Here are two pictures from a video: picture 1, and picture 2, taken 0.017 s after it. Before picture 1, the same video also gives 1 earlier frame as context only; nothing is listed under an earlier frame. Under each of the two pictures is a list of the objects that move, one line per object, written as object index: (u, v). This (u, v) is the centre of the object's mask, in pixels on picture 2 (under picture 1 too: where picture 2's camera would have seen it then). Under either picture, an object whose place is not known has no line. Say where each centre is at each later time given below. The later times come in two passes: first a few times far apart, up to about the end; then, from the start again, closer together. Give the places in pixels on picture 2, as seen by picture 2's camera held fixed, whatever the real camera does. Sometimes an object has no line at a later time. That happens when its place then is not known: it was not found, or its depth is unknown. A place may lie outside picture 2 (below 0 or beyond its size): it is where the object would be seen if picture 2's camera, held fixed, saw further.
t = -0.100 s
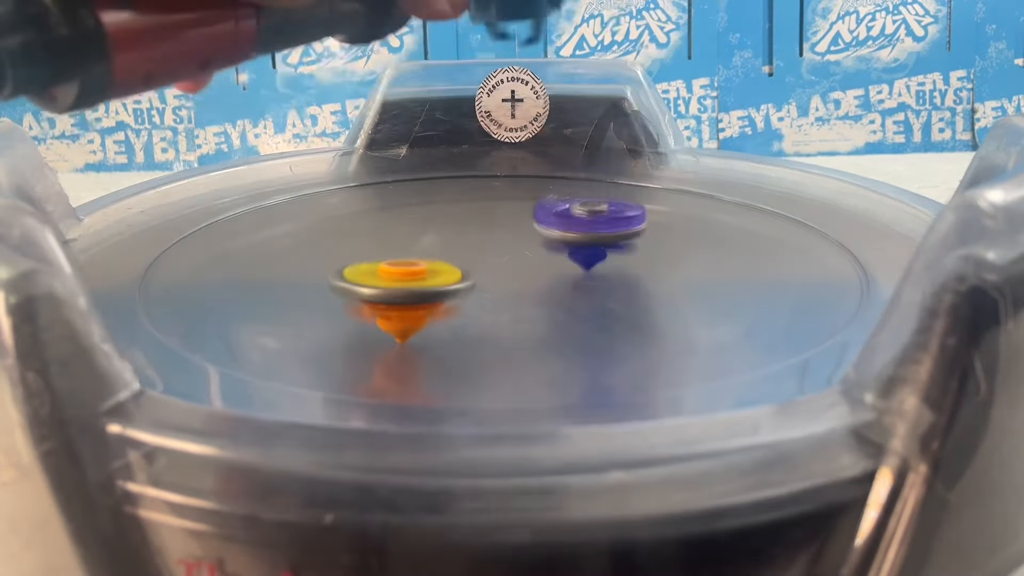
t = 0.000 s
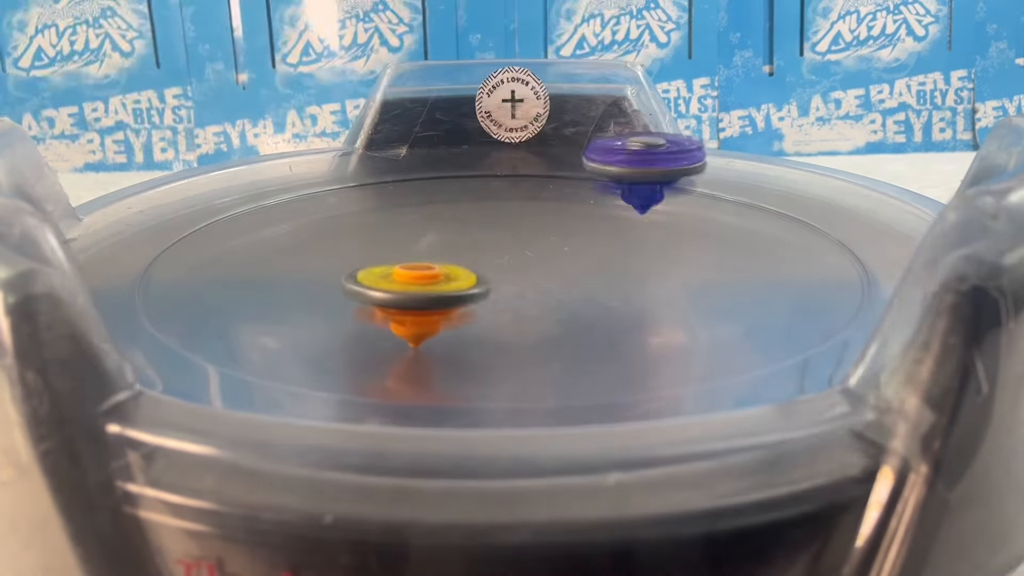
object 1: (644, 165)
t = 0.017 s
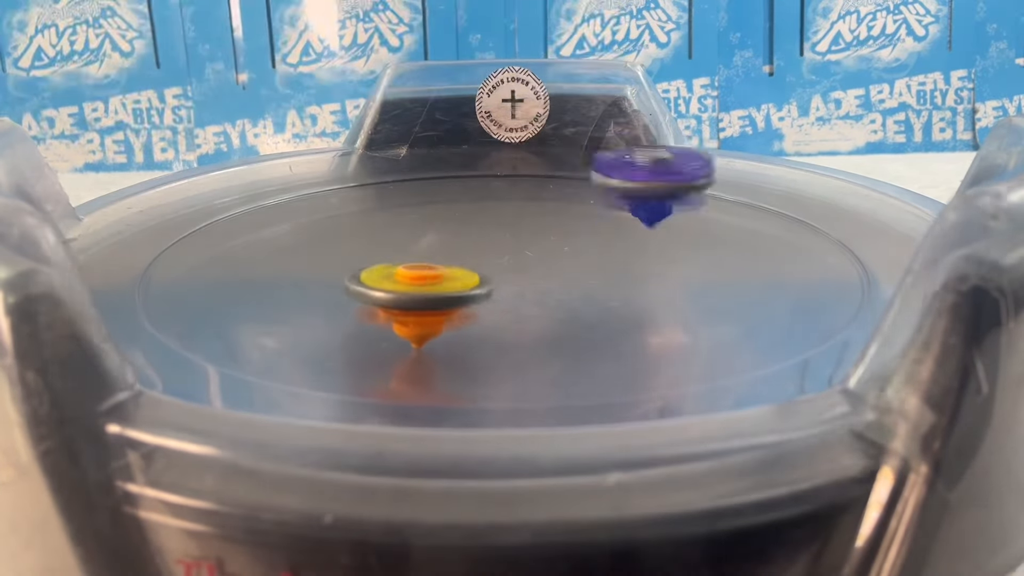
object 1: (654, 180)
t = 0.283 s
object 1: (819, 242)
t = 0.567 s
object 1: (414, 146)
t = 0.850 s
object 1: (366, 321)
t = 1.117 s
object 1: (213, 277)
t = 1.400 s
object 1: (444, 243)
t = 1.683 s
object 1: (186, 230)
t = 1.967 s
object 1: (410, 315)
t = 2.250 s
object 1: (705, 238)
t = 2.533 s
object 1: (598, 211)
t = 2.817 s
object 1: (532, 222)
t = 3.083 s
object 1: (507, 238)
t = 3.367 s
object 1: (498, 256)
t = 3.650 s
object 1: (496, 266)
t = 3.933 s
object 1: (500, 268)
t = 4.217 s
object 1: (499, 269)
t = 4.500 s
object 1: (492, 267)
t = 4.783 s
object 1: (484, 267)
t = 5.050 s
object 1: (486, 262)
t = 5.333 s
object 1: (490, 257)
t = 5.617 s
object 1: (497, 257)
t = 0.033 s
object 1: (661, 202)
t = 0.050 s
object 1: (670, 228)
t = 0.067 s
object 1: (671, 229)
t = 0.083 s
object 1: (672, 216)
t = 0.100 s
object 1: (669, 209)
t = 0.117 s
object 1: (665, 211)
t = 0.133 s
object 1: (666, 218)
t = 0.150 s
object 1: (661, 233)
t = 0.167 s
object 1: (659, 259)
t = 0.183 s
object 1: (651, 252)
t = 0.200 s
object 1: (638, 243)
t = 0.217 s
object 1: (631, 242)
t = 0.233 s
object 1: (619, 247)
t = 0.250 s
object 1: (607, 263)
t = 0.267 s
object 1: (704, 253)
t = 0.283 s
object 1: (819, 242)
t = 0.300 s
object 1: (902, 204)
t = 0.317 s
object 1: (865, 154)
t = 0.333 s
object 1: (823, 111)
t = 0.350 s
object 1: (776, 77)
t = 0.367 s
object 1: (733, 52)
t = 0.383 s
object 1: (691, 38)
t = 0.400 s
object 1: (654, 31)
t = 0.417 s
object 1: (617, 32)
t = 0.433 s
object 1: (583, 38)
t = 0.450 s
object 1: (548, 52)
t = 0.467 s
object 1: (520, 72)
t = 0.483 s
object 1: (494, 95)
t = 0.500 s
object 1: (467, 125)
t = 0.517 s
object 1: (446, 144)
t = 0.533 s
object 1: (436, 138)
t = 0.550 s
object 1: (427, 139)
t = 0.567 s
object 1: (414, 146)
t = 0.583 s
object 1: (400, 158)
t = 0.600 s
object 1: (391, 180)
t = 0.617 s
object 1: (377, 210)
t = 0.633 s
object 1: (366, 230)
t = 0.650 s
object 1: (357, 231)
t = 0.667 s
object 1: (349, 241)
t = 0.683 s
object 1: (343, 259)
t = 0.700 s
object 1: (336, 271)
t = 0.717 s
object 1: (330, 270)
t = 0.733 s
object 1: (328, 280)
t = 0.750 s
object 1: (324, 299)
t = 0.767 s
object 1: (325, 300)
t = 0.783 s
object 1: (324, 306)
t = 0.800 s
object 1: (332, 312)
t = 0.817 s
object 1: (339, 317)
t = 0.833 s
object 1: (351, 325)
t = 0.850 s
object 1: (366, 321)
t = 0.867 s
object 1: (392, 321)
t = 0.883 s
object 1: (417, 323)
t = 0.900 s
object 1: (446, 327)
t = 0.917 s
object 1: (412, 329)
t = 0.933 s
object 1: (371, 327)
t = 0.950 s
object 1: (338, 321)
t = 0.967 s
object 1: (309, 319)
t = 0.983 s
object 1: (283, 313)
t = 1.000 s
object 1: (262, 309)
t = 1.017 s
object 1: (244, 305)
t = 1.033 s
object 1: (227, 302)
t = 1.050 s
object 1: (218, 294)
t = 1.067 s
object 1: (213, 289)
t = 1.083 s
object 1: (210, 284)
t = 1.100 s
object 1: (212, 281)
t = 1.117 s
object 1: (213, 277)
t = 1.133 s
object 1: (215, 273)
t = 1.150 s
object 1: (220, 270)
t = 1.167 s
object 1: (232, 265)
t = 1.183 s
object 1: (242, 262)
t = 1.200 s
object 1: (254, 259)
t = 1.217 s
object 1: (267, 258)
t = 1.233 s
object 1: (281, 257)
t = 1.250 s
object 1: (294, 257)
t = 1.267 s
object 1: (312, 253)
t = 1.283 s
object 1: (330, 251)
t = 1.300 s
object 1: (346, 249)
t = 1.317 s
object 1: (365, 248)
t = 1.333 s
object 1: (380, 249)
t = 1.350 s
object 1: (396, 247)
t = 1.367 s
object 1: (411, 246)
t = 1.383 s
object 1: (428, 243)
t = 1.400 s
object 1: (444, 243)
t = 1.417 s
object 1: (458, 241)
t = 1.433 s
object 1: (474, 241)
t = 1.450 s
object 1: (487, 240)
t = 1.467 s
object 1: (498, 238)
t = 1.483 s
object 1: (508, 238)
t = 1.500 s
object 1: (520, 235)
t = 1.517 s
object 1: (530, 235)
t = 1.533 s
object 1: (538, 233)
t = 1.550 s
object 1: (547, 234)
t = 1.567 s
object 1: (553, 233)
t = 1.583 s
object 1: (557, 232)
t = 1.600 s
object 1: (559, 232)
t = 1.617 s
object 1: (496, 245)
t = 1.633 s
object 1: (424, 248)
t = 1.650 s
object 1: (345, 247)
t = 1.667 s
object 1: (268, 238)
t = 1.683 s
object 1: (186, 230)
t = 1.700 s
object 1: (110, 213)
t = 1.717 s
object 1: (94, 182)
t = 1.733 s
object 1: (101, 157)
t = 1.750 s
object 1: (104, 139)
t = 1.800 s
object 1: (124, 138)
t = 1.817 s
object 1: (137, 155)
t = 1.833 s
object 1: (152, 186)
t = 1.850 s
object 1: (171, 230)
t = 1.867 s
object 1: (188, 277)
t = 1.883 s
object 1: (215, 296)
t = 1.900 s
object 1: (251, 301)
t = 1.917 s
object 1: (291, 313)
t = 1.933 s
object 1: (331, 312)
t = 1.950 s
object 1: (373, 317)
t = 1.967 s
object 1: (410, 315)
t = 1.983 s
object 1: (447, 315)
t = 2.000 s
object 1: (483, 318)
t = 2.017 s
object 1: (518, 317)
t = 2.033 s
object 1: (551, 313)
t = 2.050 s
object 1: (582, 307)
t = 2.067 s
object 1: (611, 303)
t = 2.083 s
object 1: (632, 298)
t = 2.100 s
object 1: (653, 292)
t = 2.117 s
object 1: (670, 284)
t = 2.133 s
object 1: (683, 276)
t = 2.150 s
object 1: (692, 270)
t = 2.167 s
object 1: (701, 265)
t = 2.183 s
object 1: (707, 258)
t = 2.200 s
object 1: (711, 250)
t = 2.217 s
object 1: (710, 245)
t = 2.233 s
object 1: (707, 241)
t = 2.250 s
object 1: (705, 238)
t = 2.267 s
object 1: (701, 234)
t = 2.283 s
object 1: (699, 230)
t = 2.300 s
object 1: (695, 227)
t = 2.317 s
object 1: (689, 225)
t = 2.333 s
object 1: (682, 223)
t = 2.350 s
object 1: (677, 220)
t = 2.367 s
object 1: (669, 218)
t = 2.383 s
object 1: (661, 217)
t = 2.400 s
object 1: (652, 217)
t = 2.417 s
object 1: (646, 216)
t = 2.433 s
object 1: (639, 215)
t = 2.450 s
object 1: (632, 214)
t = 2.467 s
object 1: (623, 213)
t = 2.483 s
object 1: (616, 213)
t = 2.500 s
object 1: (609, 213)
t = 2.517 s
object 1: (604, 212)
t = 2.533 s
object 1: (598, 211)
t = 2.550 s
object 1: (592, 212)
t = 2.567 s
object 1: (586, 213)
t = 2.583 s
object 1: (581, 212)
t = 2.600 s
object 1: (575, 211)
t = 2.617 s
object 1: (567, 211)
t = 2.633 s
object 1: (563, 213)
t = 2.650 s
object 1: (559, 215)
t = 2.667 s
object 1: (556, 214)
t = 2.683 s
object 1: (551, 215)
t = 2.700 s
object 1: (546, 217)
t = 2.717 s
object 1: (543, 219)
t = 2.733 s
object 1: (541, 219)
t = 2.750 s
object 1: (540, 220)
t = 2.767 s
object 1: (538, 221)
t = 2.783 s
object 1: (536, 223)
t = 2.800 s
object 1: (534, 223)
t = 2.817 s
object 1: (532, 222)
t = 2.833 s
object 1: (528, 224)
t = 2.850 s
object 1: (527, 226)
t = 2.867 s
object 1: (526, 227)
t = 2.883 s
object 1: (524, 226)
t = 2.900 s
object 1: (521, 227)
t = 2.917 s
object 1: (519, 230)
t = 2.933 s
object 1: (518, 232)
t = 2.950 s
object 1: (518, 232)
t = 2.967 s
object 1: (517, 233)
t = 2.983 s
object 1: (516, 234)
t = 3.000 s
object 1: (515, 234)
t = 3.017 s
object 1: (512, 234)
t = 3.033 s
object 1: (510, 235)
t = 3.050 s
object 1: (509, 238)
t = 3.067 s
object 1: (508, 238)
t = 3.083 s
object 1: (507, 238)
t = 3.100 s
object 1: (503, 240)
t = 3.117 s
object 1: (502, 243)
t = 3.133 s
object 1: (502, 244)
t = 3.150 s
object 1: (502, 244)
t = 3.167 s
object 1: (501, 246)
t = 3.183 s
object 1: (502, 247)
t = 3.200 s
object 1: (501, 246)
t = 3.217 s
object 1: (499, 246)
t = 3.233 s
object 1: (498, 249)
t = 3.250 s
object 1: (498, 250)
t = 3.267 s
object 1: (499, 249)
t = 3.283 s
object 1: (496, 250)
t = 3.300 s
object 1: (495, 253)
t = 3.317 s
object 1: (496, 254)
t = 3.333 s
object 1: (497, 254)
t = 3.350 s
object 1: (497, 256)
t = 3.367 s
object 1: (498, 256)
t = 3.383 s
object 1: (498, 255)
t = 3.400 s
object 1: (495, 256)
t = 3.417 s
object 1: (496, 258)
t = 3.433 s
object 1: (498, 257)
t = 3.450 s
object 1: (497, 257)
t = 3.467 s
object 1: (495, 259)
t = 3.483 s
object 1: (495, 261)
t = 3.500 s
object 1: (497, 261)
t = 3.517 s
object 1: (497, 261)
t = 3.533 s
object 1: (498, 262)
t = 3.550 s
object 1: (498, 261)
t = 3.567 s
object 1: (496, 261)
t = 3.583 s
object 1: (497, 262)
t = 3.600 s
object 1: (498, 262)
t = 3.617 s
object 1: (497, 261)
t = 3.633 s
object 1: (496, 264)
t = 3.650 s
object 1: (496, 266)
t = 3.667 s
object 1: (498, 264)
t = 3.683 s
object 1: (498, 265)
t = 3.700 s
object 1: (499, 266)
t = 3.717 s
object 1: (500, 264)
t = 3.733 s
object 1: (497, 265)
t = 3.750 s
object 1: (499, 266)
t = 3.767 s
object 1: (500, 265)
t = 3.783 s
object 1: (497, 266)
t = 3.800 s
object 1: (497, 268)
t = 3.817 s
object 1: (499, 268)
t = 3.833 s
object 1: (499, 268)
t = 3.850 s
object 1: (501, 269)
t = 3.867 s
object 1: (502, 268)
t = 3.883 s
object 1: (499, 267)
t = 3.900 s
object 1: (500, 269)
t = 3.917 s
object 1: (501, 269)
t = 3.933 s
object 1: (500, 268)
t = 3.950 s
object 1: (499, 270)
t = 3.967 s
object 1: (500, 270)
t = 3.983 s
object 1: (500, 270)
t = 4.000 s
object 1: (502, 271)
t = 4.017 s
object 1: (503, 269)
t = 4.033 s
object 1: (501, 268)
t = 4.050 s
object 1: (500, 270)
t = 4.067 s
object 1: (501, 270)
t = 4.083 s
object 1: (499, 269)
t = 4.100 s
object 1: (497, 271)
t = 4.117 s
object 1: (499, 270)
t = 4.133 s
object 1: (499, 270)
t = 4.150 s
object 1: (500, 271)
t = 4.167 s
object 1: (500, 269)
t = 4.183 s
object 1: (497, 269)
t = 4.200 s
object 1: (498, 270)
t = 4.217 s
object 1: (499, 269)
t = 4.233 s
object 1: (495, 270)
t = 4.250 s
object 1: (495, 271)
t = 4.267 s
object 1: (497, 270)
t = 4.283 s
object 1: (496, 270)
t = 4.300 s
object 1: (497, 270)
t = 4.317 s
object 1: (496, 268)
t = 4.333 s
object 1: (495, 269)
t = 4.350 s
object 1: (496, 269)
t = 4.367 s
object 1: (494, 268)
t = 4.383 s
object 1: (493, 270)
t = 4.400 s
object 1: (494, 269)
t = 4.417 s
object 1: (494, 269)
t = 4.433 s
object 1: (495, 270)
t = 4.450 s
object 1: (495, 267)
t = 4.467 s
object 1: (492, 268)
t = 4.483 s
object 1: (493, 268)
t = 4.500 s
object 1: (492, 267)
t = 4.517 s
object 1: (489, 268)
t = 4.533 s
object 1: (491, 268)
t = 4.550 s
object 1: (491, 268)
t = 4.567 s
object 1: (492, 268)
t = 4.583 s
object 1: (491, 265)
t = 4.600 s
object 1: (489, 266)
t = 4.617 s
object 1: (490, 267)
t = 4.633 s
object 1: (489, 265)
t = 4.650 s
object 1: (487, 267)
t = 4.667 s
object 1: (488, 266)
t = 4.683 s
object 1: (487, 266)
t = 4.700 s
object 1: (489, 267)
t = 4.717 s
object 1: (486, 264)
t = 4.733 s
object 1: (485, 266)
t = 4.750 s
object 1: (487, 265)
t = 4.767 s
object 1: (484, 264)
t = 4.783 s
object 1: (484, 267)
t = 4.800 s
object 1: (486, 265)
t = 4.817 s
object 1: (486, 266)
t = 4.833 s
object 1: (488, 264)
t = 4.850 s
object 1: (484, 262)
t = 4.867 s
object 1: (486, 265)
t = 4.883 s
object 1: (487, 262)
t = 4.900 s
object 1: (483, 263)
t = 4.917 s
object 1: (485, 264)
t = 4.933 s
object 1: (486, 264)
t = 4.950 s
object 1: (487, 264)
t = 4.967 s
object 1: (486, 261)
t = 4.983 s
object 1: (485, 263)
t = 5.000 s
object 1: (487, 261)
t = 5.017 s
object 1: (484, 261)
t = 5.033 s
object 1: (484, 263)
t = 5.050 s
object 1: (486, 262)
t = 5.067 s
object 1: (486, 262)
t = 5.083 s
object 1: (486, 260)
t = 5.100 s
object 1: (485, 260)
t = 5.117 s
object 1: (486, 261)
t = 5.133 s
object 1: (485, 259)
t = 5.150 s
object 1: (484, 261)
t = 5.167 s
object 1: (486, 260)
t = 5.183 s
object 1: (487, 261)
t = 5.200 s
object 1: (487, 259)
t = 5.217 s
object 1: (486, 258)
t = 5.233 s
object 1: (488, 259)
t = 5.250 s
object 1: (487, 257)
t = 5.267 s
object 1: (486, 260)
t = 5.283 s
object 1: (488, 258)
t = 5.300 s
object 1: (490, 259)
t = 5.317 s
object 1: (491, 257)
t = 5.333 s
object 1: (490, 257)
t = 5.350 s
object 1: (492, 257)
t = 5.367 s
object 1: (492, 256)
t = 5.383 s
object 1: (491, 258)
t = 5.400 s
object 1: (493, 257)
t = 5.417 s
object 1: (495, 258)
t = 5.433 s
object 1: (495, 256)
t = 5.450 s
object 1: (494, 256)
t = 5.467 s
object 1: (496, 256)
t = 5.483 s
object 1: (494, 255)
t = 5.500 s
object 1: (493, 258)
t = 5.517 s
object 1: (497, 257)
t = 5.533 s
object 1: (498, 258)
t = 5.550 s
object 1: (497, 255)
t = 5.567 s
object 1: (497, 257)
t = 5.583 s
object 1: (498, 255)
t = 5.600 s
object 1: (497, 256)
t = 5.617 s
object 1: (497, 257)
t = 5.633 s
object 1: (501, 257)
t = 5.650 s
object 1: (501, 257)
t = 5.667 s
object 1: (500, 255)
